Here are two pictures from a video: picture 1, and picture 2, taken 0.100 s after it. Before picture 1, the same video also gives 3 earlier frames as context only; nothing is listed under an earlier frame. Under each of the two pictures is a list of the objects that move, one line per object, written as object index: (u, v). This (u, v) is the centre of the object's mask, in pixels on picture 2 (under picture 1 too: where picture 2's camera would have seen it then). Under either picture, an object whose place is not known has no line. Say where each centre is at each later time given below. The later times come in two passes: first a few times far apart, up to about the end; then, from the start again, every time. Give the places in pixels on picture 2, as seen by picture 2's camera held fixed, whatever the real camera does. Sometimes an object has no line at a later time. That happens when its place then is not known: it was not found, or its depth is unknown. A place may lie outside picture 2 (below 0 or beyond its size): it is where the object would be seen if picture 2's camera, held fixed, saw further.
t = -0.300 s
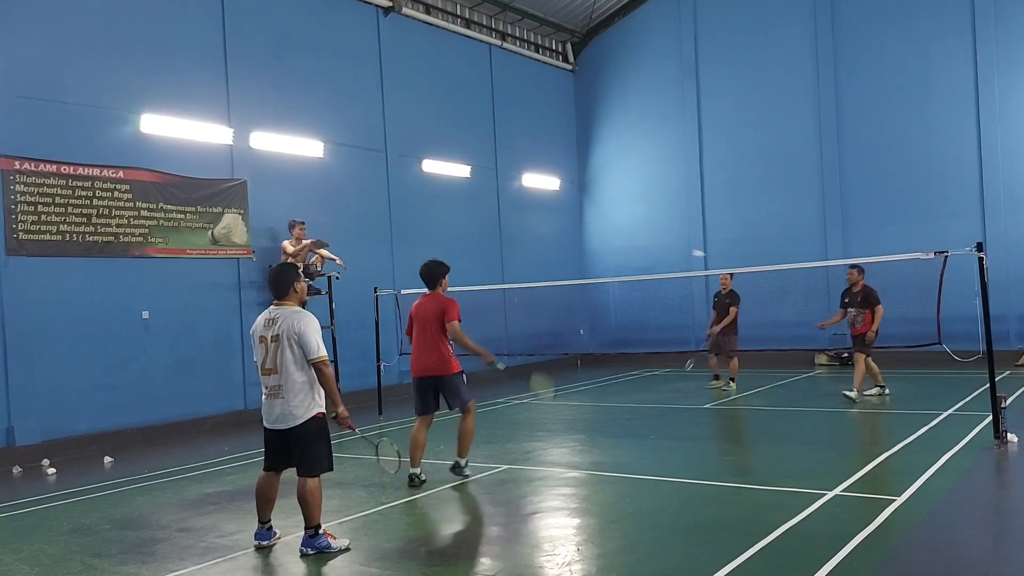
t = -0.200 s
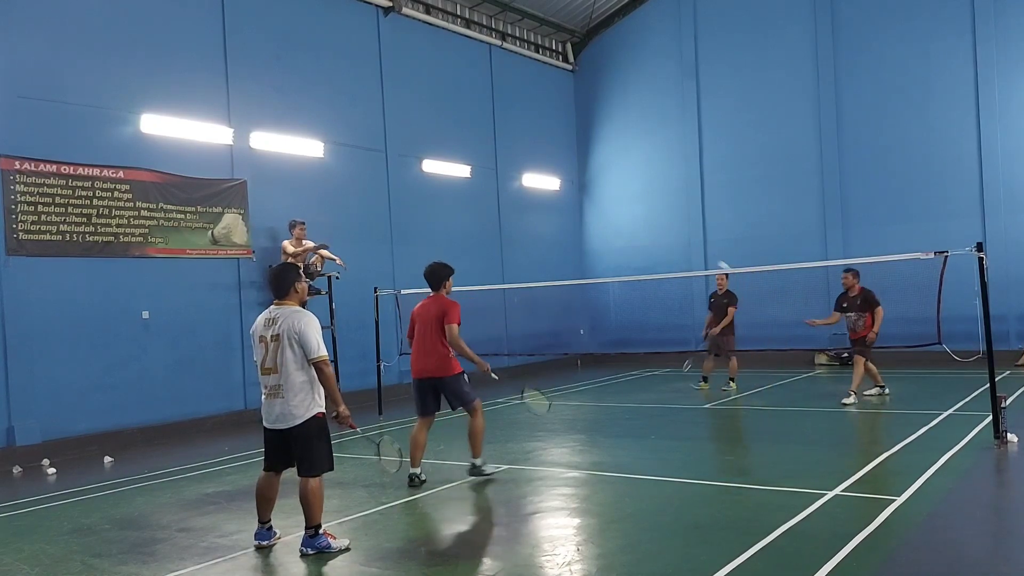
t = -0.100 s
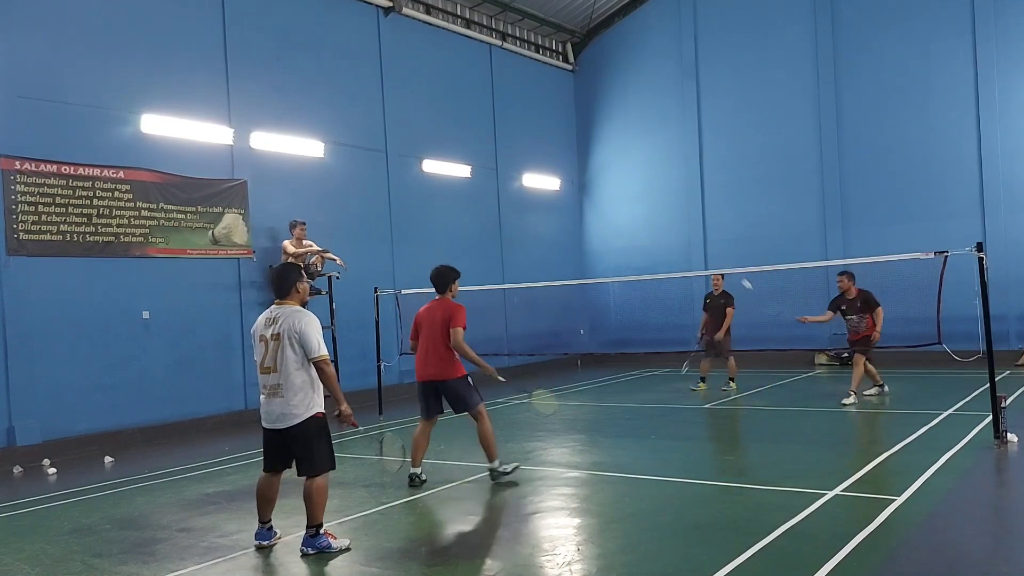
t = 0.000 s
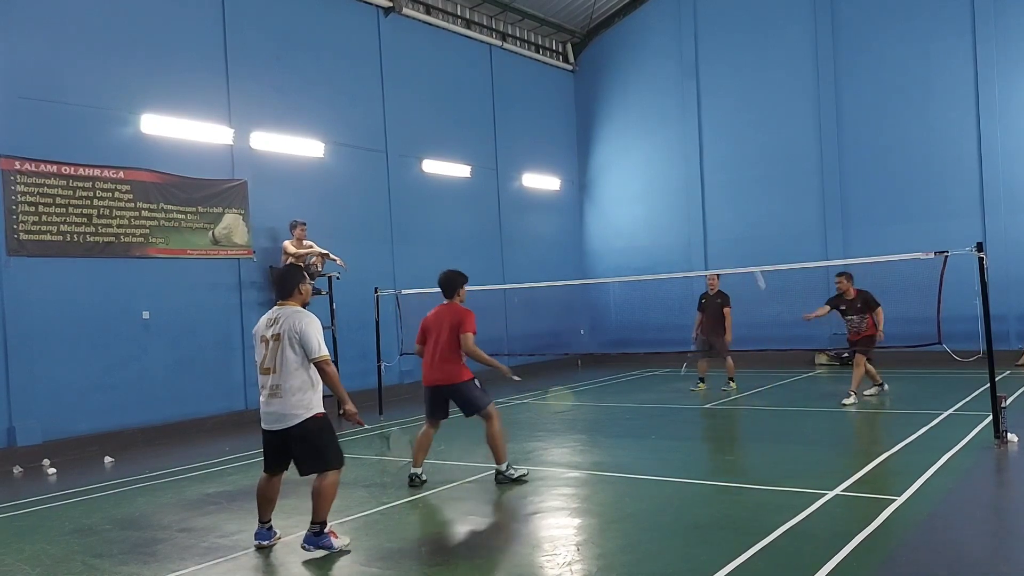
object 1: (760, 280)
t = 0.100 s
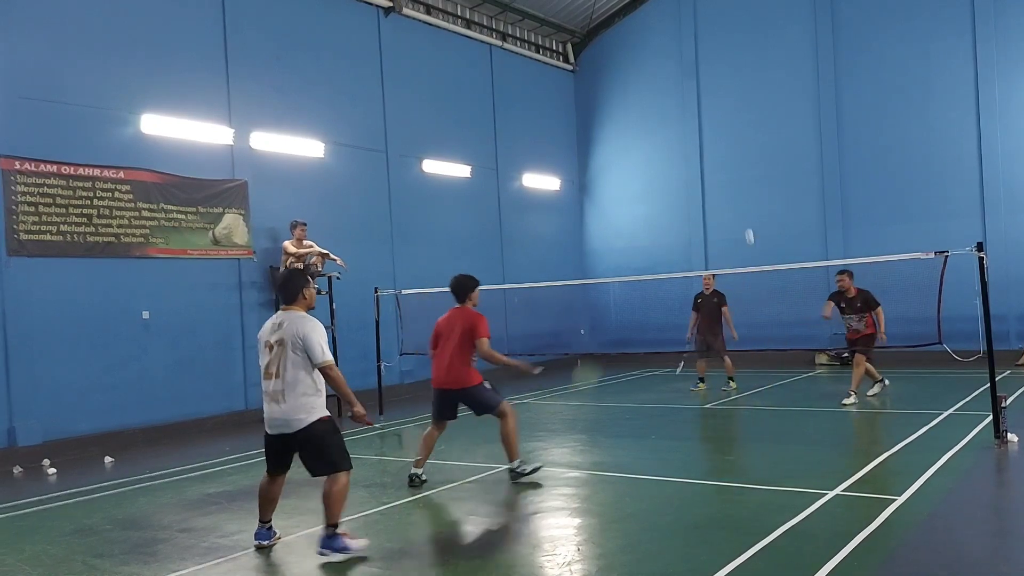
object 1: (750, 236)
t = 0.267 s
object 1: (733, 191)
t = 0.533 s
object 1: (707, 196)
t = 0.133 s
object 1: (746, 224)
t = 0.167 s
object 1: (742, 213)
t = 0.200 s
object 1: (739, 204)
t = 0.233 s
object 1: (736, 197)
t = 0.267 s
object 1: (733, 191)
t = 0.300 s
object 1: (730, 185)
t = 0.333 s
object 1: (727, 183)
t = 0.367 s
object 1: (724, 181)
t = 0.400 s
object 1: (721, 180)
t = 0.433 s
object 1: (717, 181)
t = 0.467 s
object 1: (714, 184)
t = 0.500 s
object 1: (711, 189)
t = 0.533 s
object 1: (707, 196)
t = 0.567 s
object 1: (703, 205)
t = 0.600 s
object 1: (699, 217)
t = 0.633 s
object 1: (695, 229)
